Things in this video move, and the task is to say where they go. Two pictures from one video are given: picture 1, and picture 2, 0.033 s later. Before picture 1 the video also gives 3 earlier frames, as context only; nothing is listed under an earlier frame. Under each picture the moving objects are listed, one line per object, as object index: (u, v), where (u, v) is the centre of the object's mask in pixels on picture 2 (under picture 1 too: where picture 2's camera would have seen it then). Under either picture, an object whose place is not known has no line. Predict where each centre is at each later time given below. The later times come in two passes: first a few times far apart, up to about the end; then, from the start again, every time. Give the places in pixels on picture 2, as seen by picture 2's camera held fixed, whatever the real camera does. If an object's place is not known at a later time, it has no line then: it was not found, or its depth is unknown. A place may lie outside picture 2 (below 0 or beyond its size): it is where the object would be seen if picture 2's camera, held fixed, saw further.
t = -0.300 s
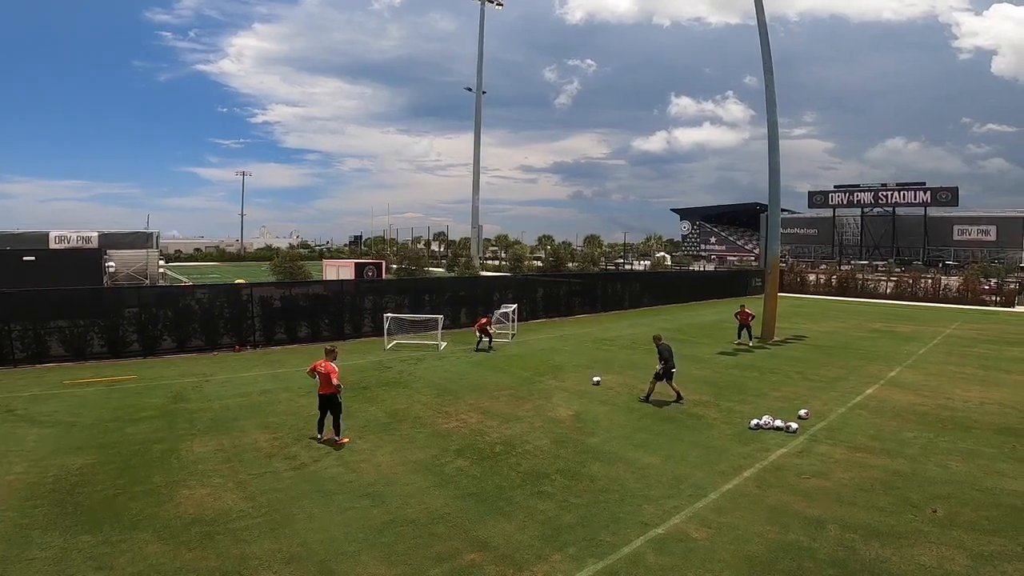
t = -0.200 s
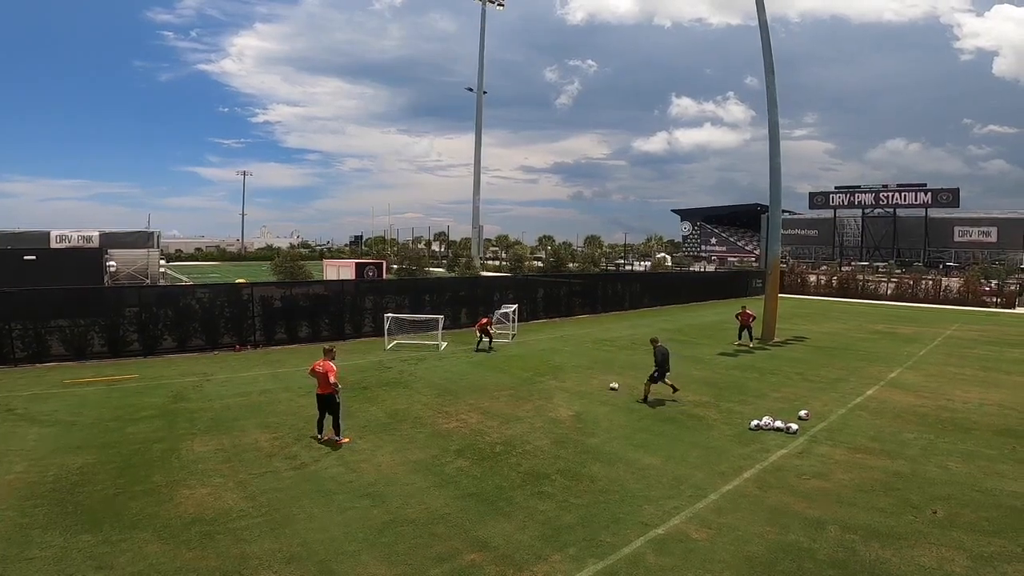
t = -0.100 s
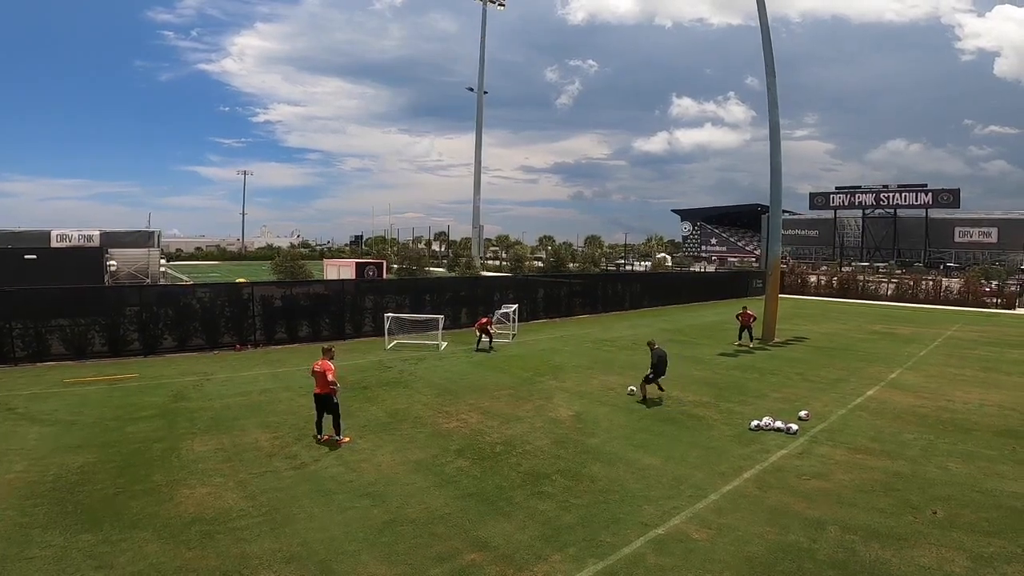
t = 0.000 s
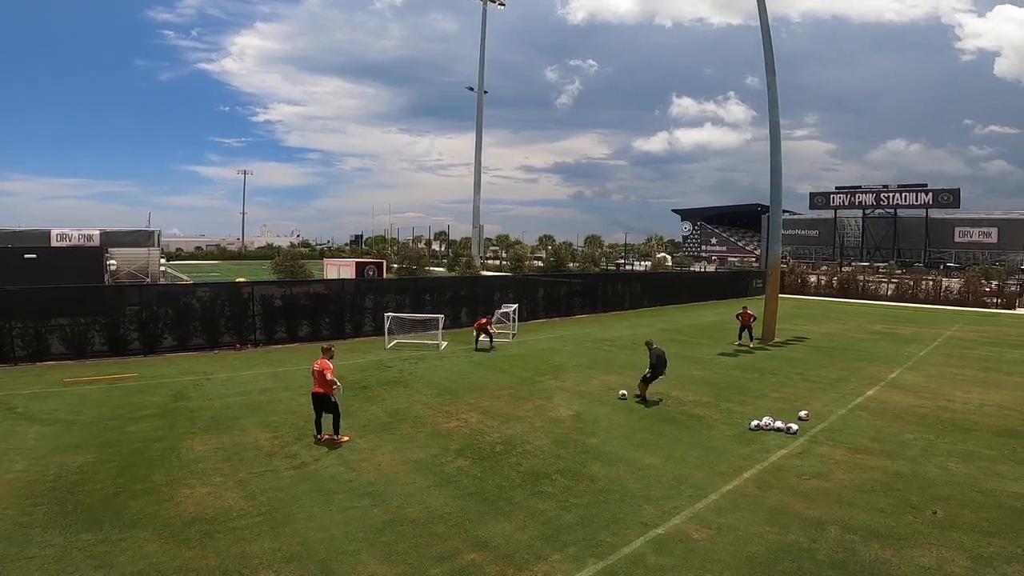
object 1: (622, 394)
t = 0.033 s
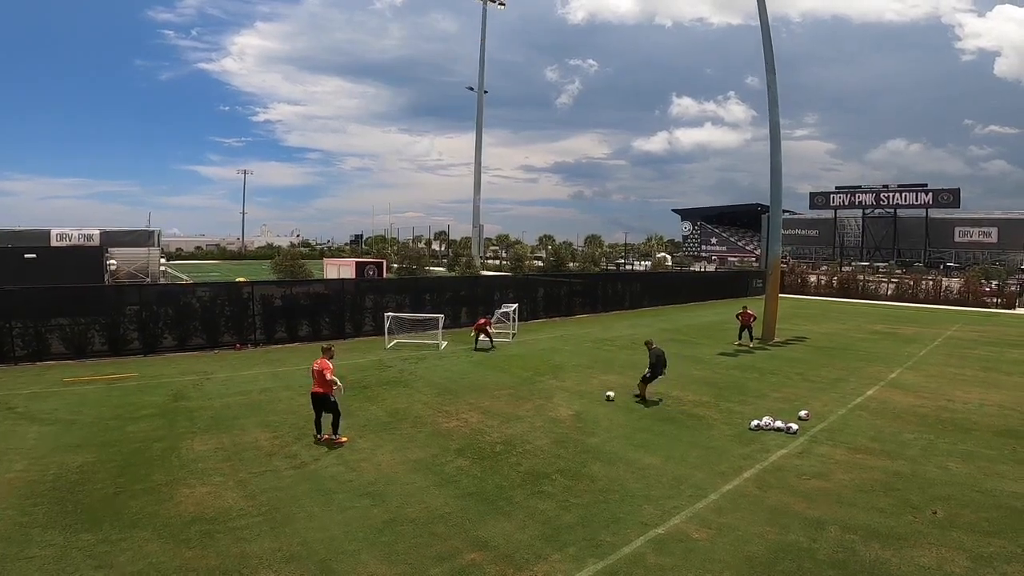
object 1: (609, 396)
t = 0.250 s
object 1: (528, 405)
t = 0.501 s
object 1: (443, 414)
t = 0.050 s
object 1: (603, 397)
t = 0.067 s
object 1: (597, 398)
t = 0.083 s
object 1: (590, 399)
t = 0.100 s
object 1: (584, 399)
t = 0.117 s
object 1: (578, 400)
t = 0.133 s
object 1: (571, 400)
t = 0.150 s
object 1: (566, 401)
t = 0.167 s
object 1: (559, 402)
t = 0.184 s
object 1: (553, 403)
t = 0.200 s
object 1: (546, 403)
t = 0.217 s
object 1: (540, 404)
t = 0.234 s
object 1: (534, 404)
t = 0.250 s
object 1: (528, 405)
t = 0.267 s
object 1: (522, 406)
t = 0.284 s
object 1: (517, 406)
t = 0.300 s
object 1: (511, 407)
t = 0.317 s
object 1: (505, 408)
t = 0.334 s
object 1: (499, 408)
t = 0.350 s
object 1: (493, 409)
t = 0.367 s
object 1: (487, 410)
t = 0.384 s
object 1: (481, 410)
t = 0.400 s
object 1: (476, 411)
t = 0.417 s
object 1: (470, 411)
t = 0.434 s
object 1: (465, 412)
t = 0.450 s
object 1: (459, 413)
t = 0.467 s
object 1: (454, 413)
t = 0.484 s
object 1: (448, 414)
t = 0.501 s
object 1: (443, 414)
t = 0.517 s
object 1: (438, 415)
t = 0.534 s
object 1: (432, 415)
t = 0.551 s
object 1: (427, 416)
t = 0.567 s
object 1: (422, 416)
